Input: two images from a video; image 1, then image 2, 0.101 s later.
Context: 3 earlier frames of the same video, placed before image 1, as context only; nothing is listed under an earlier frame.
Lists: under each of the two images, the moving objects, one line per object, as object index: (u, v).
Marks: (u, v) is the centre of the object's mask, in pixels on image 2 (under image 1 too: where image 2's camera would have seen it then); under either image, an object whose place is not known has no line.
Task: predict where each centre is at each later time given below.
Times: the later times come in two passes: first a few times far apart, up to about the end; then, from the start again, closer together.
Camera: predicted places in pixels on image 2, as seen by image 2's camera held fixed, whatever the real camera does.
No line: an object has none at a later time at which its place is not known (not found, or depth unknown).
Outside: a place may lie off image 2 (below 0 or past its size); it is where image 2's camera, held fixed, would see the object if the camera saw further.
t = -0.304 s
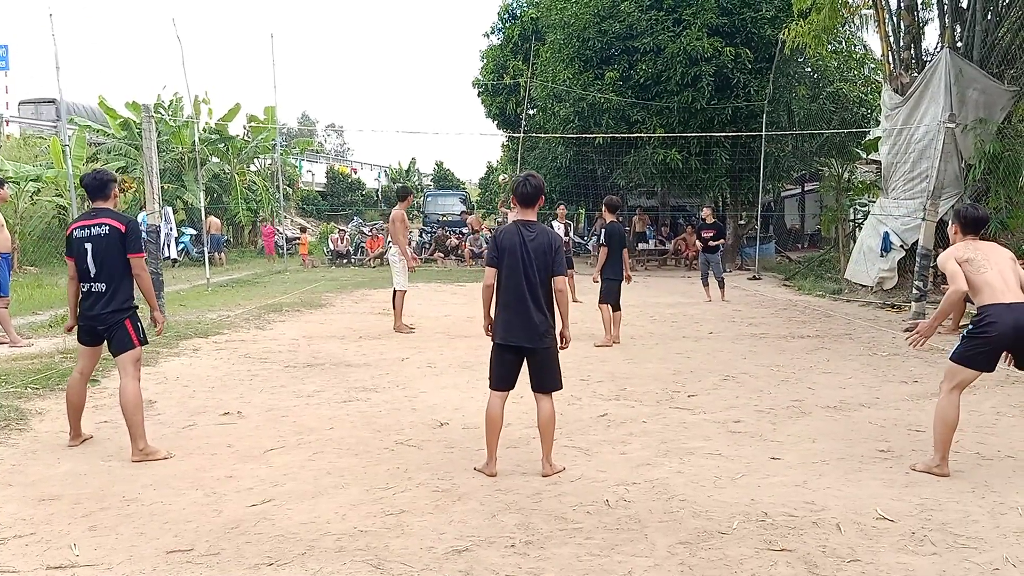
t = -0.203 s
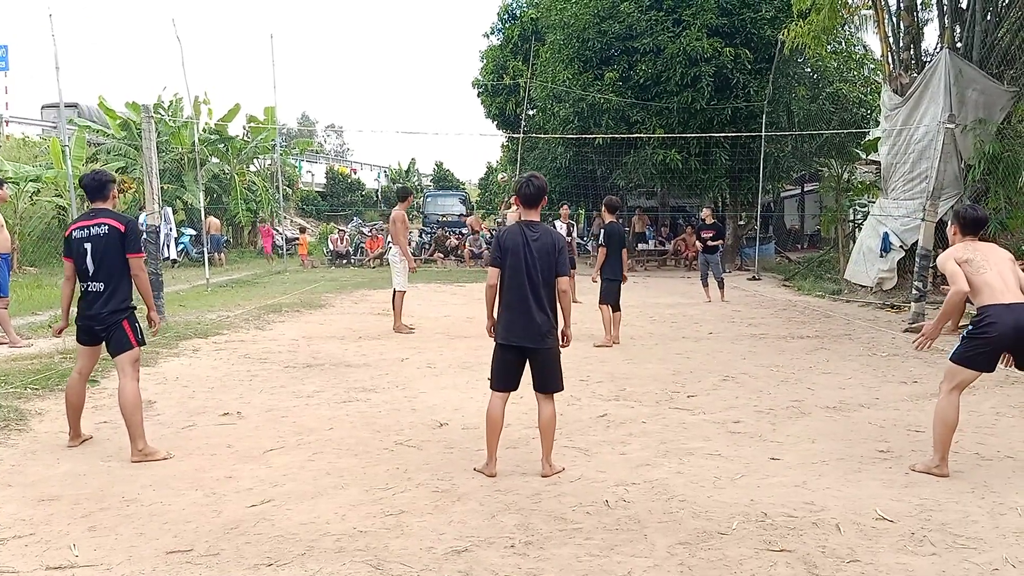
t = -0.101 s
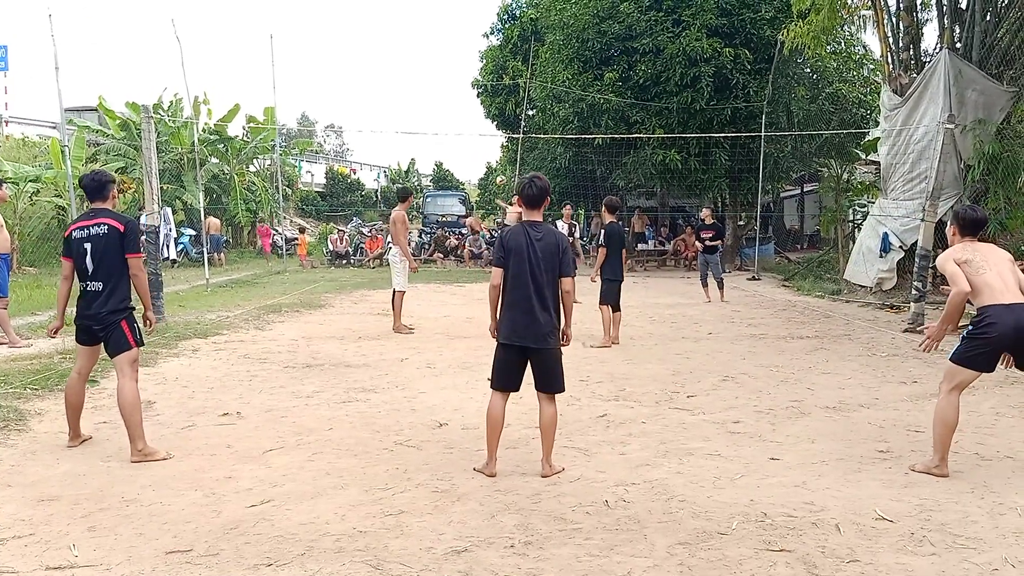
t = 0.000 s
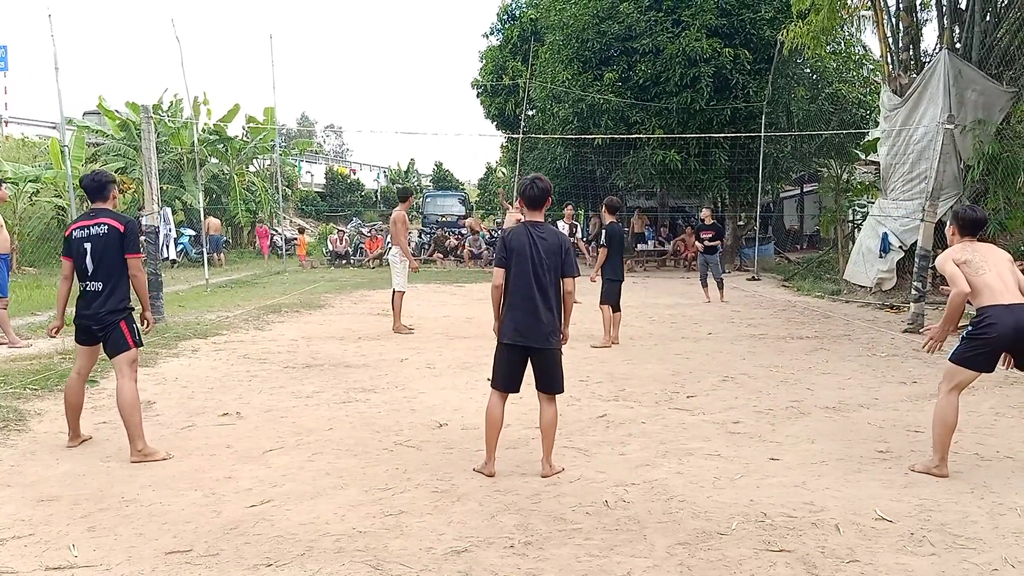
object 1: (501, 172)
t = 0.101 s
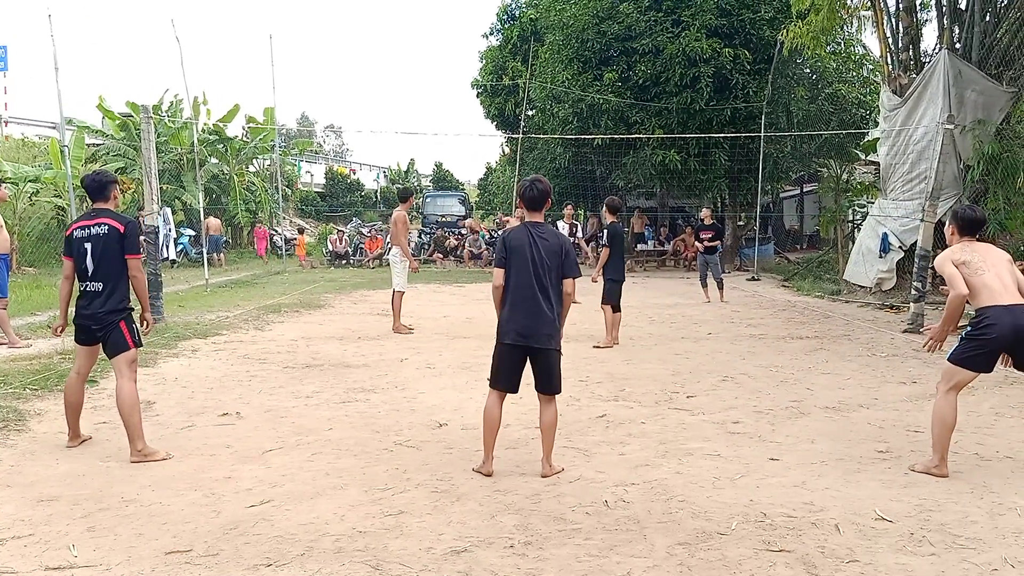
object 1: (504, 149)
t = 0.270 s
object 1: (511, 123)
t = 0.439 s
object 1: (521, 108)
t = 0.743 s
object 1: (565, 165)
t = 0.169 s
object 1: (506, 139)
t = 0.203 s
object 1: (507, 131)
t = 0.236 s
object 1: (509, 127)
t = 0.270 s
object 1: (511, 123)
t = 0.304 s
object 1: (513, 118)
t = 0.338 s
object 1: (515, 115)
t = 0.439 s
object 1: (521, 108)
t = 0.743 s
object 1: (565, 165)
